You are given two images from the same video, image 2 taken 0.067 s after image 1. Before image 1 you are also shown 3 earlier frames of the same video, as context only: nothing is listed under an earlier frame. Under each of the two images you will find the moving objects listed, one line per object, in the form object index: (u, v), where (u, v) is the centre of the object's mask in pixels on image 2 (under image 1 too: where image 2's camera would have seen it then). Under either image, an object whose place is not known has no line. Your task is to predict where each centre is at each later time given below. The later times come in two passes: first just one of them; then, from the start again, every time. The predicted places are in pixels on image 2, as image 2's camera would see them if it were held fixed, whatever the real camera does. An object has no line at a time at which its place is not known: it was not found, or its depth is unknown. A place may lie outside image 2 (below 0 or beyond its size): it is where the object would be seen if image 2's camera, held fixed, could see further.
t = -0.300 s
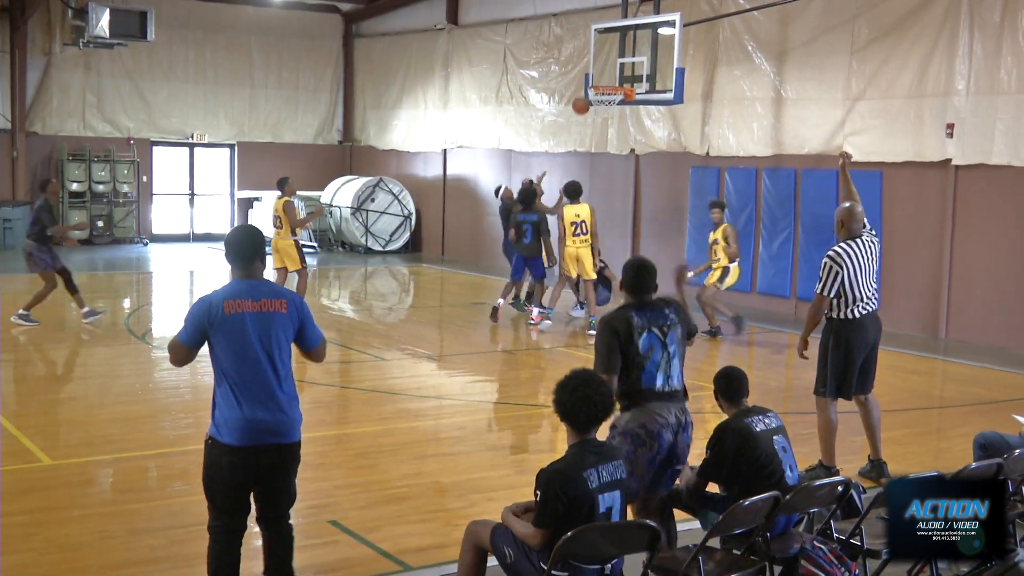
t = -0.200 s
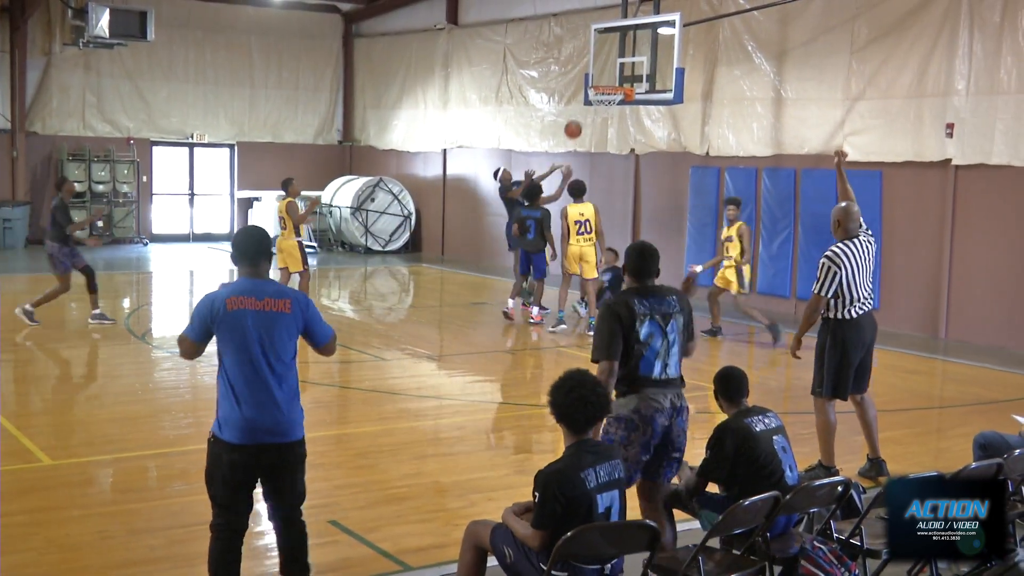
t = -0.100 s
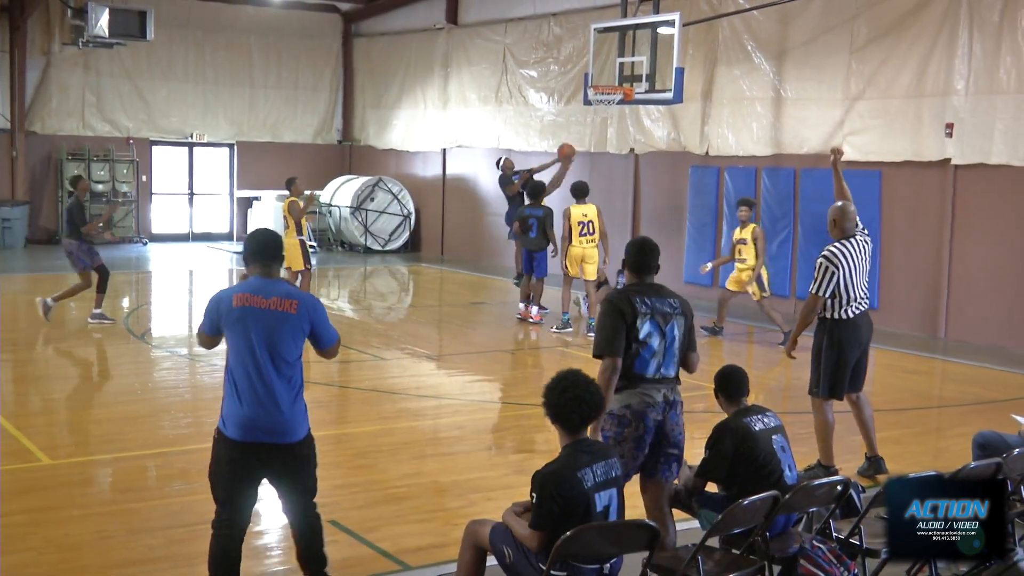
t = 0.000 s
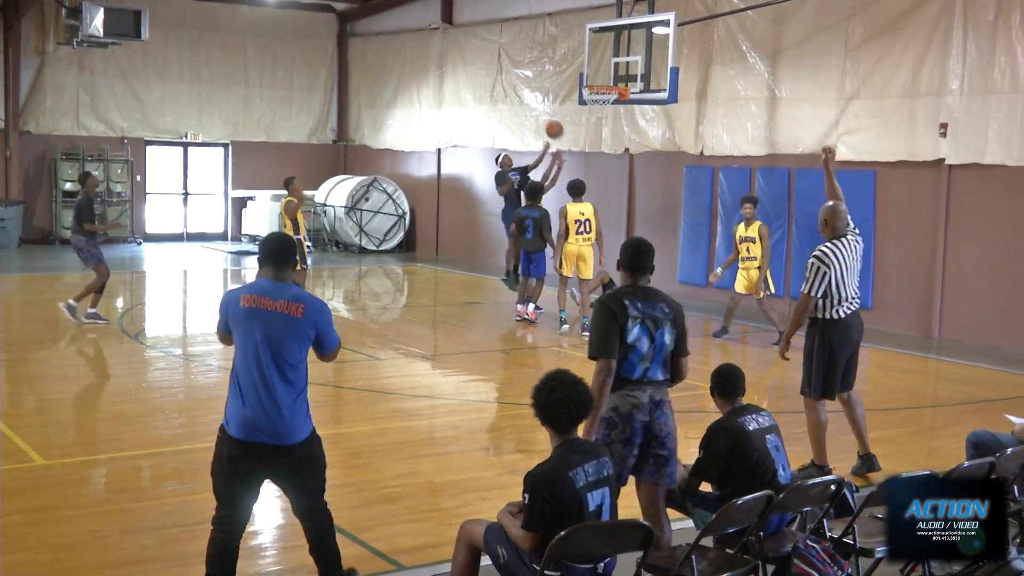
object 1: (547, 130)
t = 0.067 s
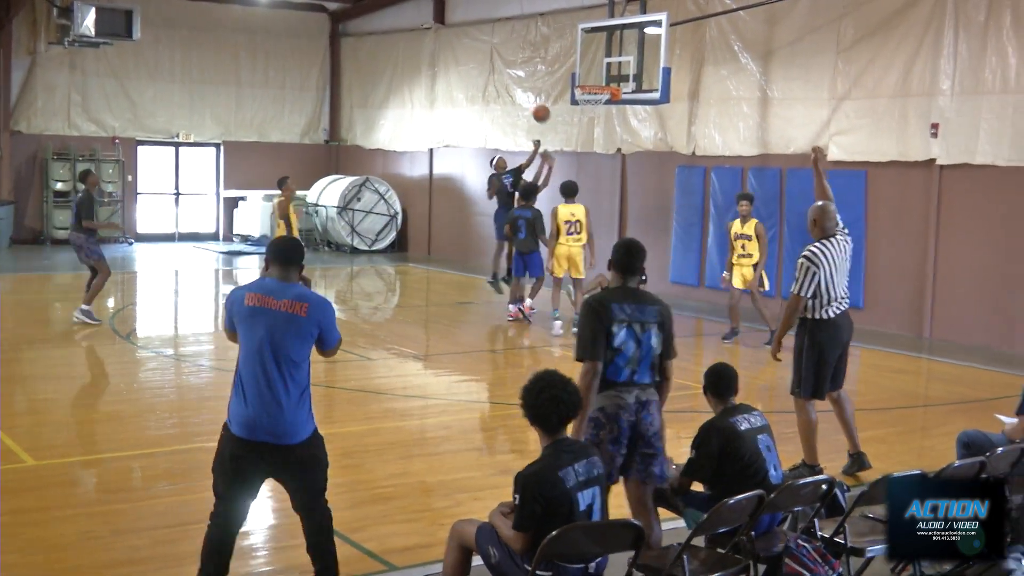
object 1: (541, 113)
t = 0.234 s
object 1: (528, 83)
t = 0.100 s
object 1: (538, 106)
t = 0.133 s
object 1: (535, 100)
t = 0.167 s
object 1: (533, 92)
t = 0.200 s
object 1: (530, 88)
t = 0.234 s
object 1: (528, 83)
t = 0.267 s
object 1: (525, 80)
